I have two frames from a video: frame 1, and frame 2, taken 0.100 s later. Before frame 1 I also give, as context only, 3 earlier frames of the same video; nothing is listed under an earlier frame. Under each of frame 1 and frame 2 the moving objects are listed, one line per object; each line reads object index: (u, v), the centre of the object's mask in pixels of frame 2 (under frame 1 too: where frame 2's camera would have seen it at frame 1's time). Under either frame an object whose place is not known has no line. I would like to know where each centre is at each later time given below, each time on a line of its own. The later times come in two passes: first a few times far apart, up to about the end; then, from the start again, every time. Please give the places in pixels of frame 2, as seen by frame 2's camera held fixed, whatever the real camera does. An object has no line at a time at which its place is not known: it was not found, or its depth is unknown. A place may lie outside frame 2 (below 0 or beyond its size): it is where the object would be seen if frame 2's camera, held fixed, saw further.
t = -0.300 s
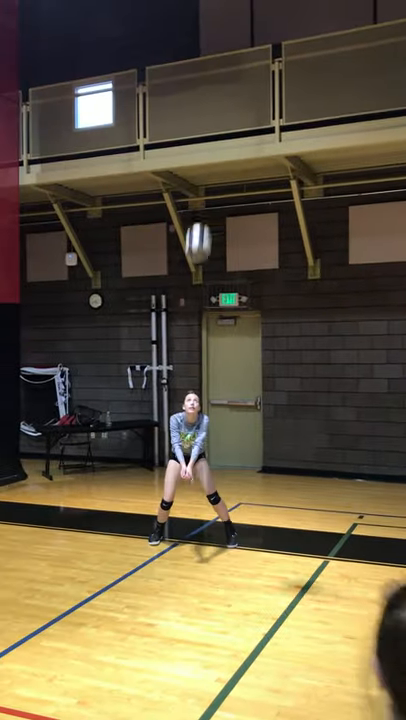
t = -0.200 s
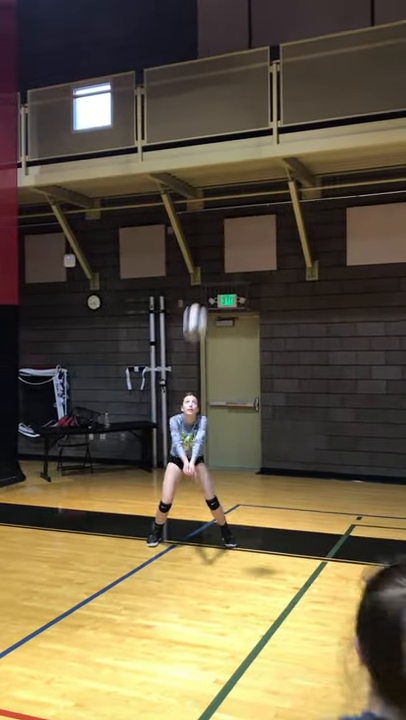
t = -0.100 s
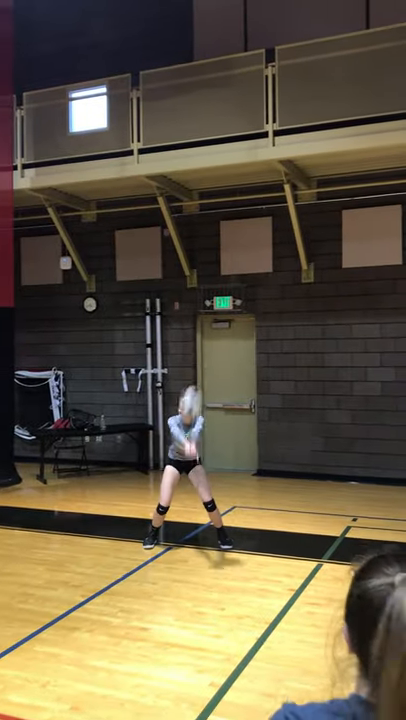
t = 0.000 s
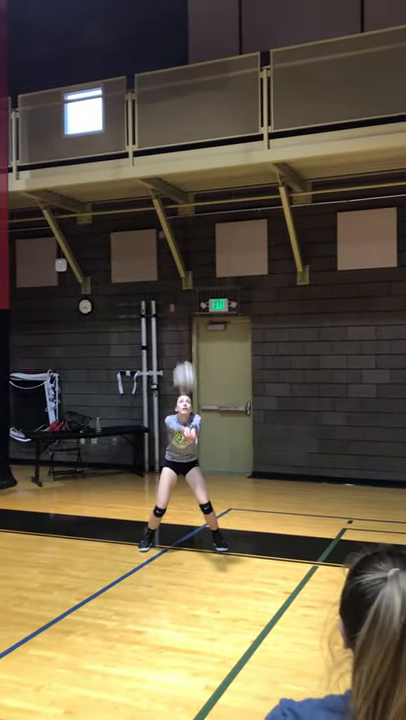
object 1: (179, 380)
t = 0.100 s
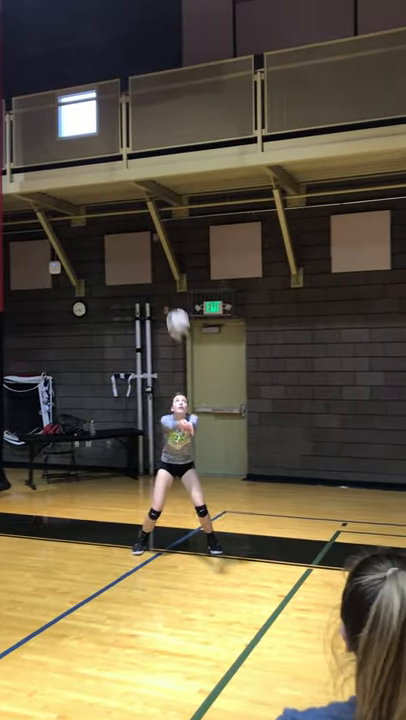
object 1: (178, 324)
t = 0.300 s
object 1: (177, 246)
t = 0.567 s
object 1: (177, 210)
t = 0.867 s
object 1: (179, 257)
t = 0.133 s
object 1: (177, 308)
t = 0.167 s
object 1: (177, 294)
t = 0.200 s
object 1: (178, 280)
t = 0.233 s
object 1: (177, 267)
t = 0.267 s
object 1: (177, 257)
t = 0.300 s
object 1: (177, 246)
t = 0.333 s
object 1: (177, 237)
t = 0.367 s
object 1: (177, 230)
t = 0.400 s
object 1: (177, 223)
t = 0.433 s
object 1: (177, 218)
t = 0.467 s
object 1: (177, 214)
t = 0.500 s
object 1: (177, 212)
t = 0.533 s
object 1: (178, 210)
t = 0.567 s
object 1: (177, 210)
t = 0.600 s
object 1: (177, 210)
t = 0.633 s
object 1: (177, 212)
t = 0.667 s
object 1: (177, 215)
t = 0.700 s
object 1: (178, 219)
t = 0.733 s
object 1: (178, 225)
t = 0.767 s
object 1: (178, 230)
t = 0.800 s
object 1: (178, 238)
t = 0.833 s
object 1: (179, 248)
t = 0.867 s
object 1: (179, 257)
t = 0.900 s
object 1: (179, 267)
